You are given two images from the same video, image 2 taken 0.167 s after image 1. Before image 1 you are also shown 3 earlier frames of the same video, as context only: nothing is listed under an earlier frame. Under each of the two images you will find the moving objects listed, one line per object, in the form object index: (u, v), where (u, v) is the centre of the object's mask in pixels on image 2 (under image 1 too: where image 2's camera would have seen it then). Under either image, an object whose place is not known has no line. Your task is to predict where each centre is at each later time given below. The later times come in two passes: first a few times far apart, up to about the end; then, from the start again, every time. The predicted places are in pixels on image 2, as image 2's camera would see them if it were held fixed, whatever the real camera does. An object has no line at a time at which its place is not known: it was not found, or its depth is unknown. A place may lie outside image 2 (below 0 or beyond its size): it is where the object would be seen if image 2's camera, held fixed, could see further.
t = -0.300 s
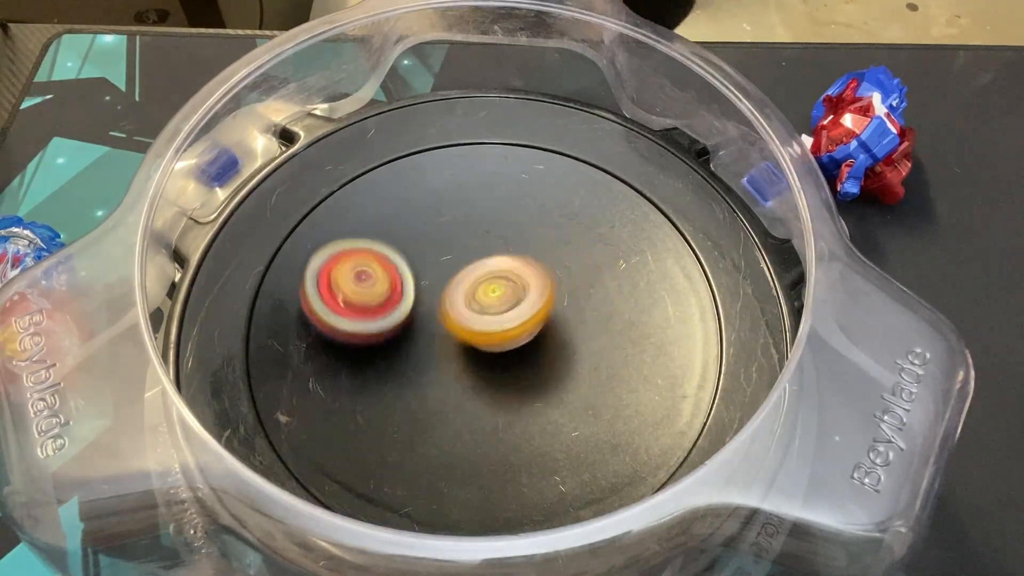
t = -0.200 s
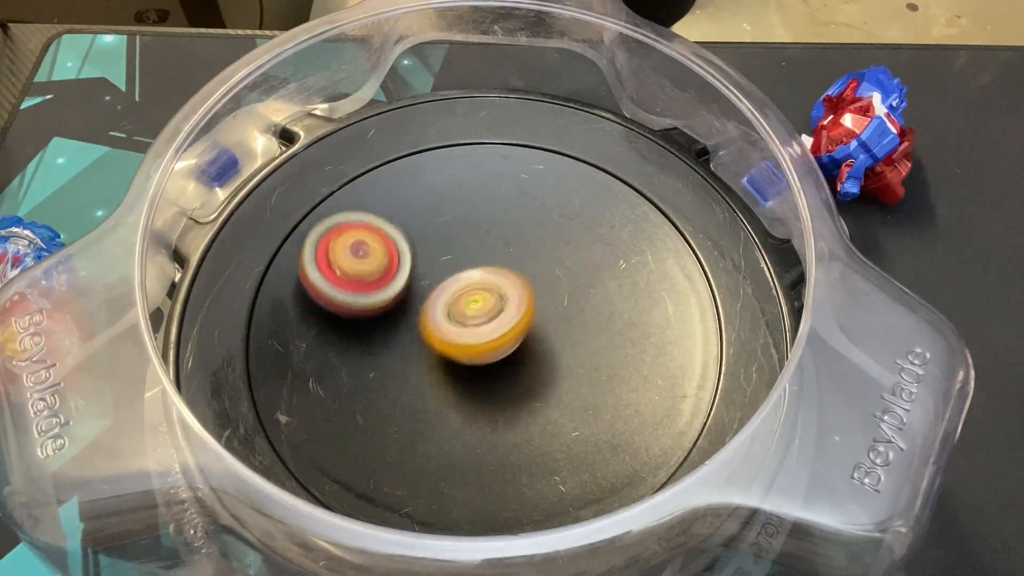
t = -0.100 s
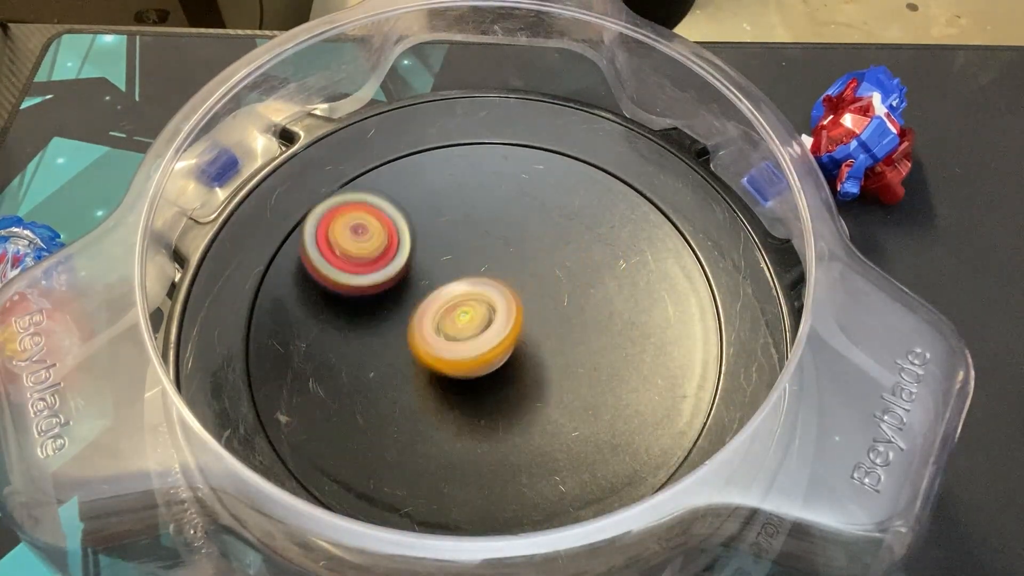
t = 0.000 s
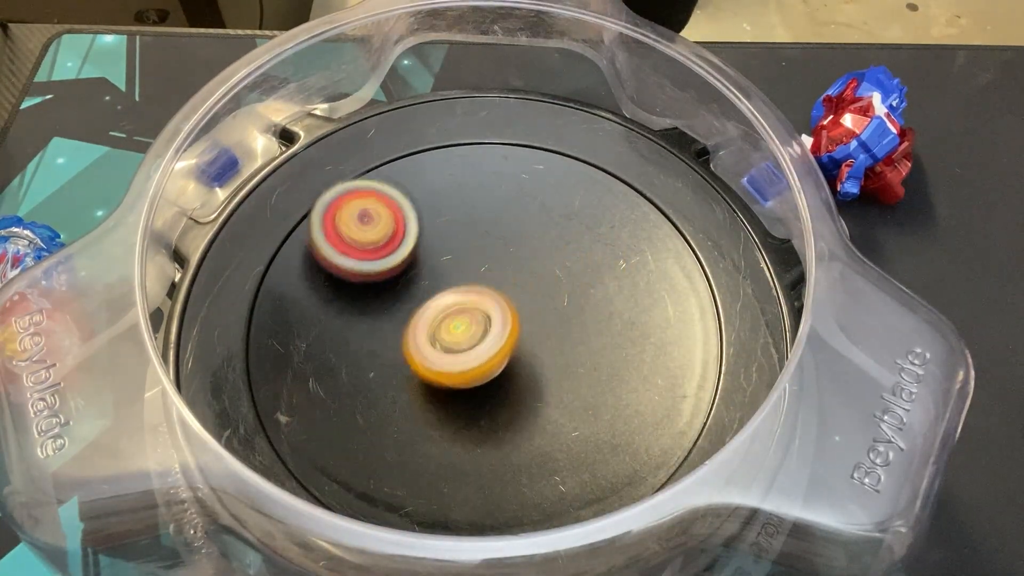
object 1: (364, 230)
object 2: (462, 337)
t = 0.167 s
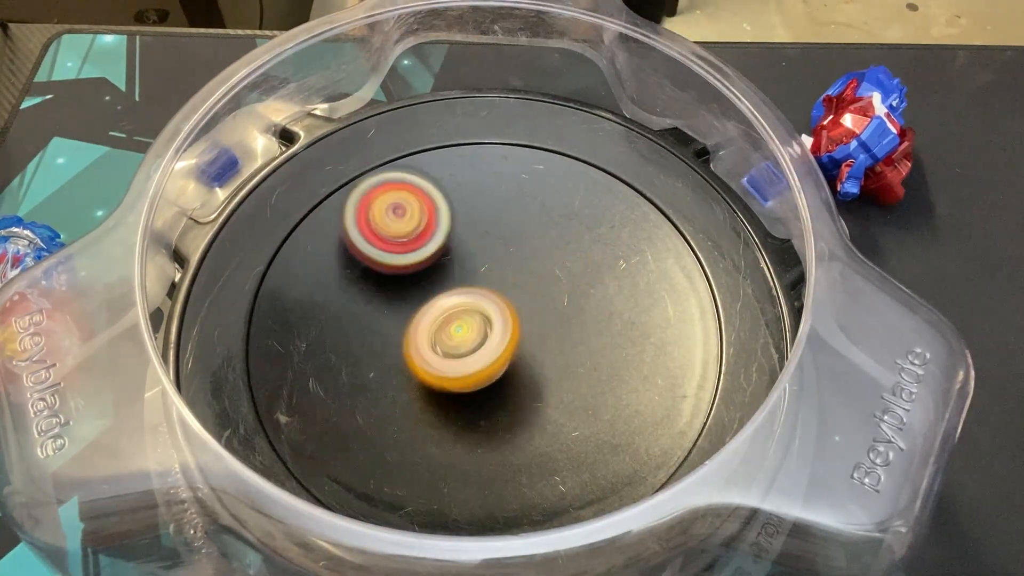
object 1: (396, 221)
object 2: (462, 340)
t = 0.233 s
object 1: (415, 221)
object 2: (463, 338)
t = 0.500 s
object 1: (504, 213)
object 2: (475, 331)
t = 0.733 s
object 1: (554, 208)
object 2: (482, 332)
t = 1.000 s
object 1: (579, 253)
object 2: (487, 326)
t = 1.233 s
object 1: (639, 270)
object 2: (422, 345)
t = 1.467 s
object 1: (616, 306)
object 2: (433, 344)
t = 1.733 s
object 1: (579, 390)
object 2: (431, 326)
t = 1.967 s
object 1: (561, 447)
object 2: (397, 294)
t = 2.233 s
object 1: (501, 433)
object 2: (417, 304)
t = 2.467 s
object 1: (416, 432)
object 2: (510, 280)
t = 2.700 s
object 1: (362, 442)
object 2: (591, 268)
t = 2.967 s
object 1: (375, 390)
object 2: (517, 303)
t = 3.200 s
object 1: (285, 337)
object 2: (551, 288)
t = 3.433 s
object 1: (285, 314)
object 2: (548, 283)
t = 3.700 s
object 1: (370, 285)
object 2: (533, 306)
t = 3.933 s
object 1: (443, 275)
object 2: (524, 367)
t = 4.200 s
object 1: (516, 284)
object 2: (528, 390)
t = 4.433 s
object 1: (606, 245)
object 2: (459, 467)
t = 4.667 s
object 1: (616, 279)
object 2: (476, 382)
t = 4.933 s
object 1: (569, 374)
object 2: (452, 257)
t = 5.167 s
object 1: (560, 404)
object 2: (446, 270)
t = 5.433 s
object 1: (575, 379)
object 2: (482, 309)
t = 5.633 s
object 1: (564, 365)
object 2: (480, 278)
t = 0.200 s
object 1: (404, 221)
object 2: (463, 339)
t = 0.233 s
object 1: (415, 221)
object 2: (463, 338)
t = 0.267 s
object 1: (425, 222)
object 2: (465, 337)
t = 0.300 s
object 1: (437, 221)
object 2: (465, 335)
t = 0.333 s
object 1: (449, 221)
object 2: (466, 334)
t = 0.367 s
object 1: (460, 220)
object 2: (468, 334)
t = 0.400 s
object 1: (472, 219)
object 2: (469, 333)
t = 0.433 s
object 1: (484, 217)
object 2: (471, 332)
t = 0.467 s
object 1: (494, 215)
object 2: (473, 331)
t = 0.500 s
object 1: (504, 213)
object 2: (475, 331)
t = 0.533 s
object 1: (515, 211)
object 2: (477, 332)
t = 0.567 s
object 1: (523, 209)
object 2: (478, 331)
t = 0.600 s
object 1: (531, 207)
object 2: (480, 332)
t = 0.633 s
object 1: (538, 208)
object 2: (481, 332)
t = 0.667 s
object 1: (545, 207)
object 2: (482, 332)
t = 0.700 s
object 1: (550, 207)
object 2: (482, 332)
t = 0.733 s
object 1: (554, 208)
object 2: (482, 332)
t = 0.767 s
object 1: (558, 210)
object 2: (483, 332)
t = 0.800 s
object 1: (561, 214)
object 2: (483, 332)
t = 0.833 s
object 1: (564, 217)
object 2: (483, 330)
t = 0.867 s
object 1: (567, 223)
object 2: (484, 329)
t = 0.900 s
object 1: (569, 230)
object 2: (486, 328)
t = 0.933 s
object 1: (572, 238)
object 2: (487, 326)
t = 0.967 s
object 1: (574, 245)
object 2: (488, 326)
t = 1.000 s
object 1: (579, 253)
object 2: (487, 326)
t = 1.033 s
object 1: (592, 258)
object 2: (469, 332)
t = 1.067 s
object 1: (604, 260)
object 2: (451, 339)
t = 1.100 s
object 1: (614, 262)
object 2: (437, 343)
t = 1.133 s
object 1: (624, 265)
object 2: (427, 345)
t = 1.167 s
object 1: (631, 267)
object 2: (421, 346)
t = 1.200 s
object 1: (636, 269)
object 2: (420, 345)
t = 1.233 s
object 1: (639, 270)
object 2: (422, 345)
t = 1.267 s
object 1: (641, 272)
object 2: (423, 345)
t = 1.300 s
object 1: (641, 274)
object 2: (424, 345)
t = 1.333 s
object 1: (640, 276)
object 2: (425, 345)
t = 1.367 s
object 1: (636, 281)
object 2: (427, 345)
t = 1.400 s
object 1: (631, 288)
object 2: (429, 344)
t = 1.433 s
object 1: (624, 297)
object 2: (430, 344)
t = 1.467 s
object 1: (616, 306)
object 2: (433, 344)
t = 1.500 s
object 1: (609, 316)
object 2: (435, 343)
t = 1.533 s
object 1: (602, 326)
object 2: (438, 342)
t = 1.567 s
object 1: (595, 336)
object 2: (440, 342)
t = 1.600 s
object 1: (588, 346)
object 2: (443, 341)
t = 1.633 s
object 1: (582, 356)
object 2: (445, 341)
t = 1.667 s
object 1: (576, 365)
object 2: (447, 341)
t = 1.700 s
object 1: (574, 376)
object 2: (444, 338)
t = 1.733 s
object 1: (579, 390)
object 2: (431, 326)
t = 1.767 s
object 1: (578, 403)
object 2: (416, 315)
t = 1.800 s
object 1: (575, 413)
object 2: (404, 306)
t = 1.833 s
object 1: (572, 423)
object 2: (395, 299)
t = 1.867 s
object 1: (569, 430)
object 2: (391, 294)
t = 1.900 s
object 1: (567, 438)
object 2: (392, 292)
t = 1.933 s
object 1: (564, 444)
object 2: (395, 293)
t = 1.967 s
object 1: (561, 447)
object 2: (397, 294)
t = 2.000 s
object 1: (556, 450)
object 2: (399, 296)
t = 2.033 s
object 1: (552, 451)
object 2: (400, 297)
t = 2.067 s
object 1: (546, 451)
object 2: (401, 298)
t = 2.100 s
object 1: (539, 449)
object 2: (403, 299)
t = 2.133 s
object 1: (531, 446)
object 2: (404, 301)
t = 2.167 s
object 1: (522, 442)
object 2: (408, 302)
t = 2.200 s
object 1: (512, 439)
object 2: (411, 303)
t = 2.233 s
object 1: (501, 433)
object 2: (417, 304)
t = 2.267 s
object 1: (489, 428)
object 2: (423, 305)
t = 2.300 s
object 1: (477, 423)
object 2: (430, 307)
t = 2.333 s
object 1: (466, 418)
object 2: (440, 307)
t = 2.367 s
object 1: (453, 417)
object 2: (451, 304)
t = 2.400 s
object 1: (437, 423)
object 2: (469, 296)
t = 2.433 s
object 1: (425, 428)
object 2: (490, 286)
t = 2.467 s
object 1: (416, 432)
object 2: (510, 280)
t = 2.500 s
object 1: (407, 436)
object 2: (531, 277)
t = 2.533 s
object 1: (399, 438)
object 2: (548, 275)
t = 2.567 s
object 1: (390, 441)
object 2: (562, 274)
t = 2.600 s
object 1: (381, 443)
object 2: (574, 272)
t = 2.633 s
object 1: (374, 443)
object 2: (582, 270)
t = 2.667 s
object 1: (367, 443)
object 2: (588, 268)
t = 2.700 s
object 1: (362, 442)
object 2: (591, 268)
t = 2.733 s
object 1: (359, 440)
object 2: (591, 268)
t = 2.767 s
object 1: (357, 437)
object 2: (587, 269)
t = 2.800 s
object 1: (358, 433)
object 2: (580, 272)
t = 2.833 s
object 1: (359, 427)
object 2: (571, 277)
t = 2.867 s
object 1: (363, 419)
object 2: (560, 282)
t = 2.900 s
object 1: (367, 410)
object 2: (546, 290)
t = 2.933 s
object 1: (371, 399)
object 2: (532, 298)
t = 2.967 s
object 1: (375, 390)
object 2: (517, 303)
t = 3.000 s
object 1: (379, 380)
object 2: (502, 306)
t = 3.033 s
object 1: (379, 370)
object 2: (489, 307)
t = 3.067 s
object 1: (354, 364)
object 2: (503, 299)
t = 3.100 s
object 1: (332, 356)
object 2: (516, 297)
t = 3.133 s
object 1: (312, 350)
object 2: (532, 294)
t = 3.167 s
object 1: (296, 343)
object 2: (540, 290)
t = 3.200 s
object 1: (285, 337)
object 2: (551, 288)
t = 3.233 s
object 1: (280, 334)
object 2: (555, 287)
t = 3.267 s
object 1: (277, 332)
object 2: (557, 286)
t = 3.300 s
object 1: (277, 329)
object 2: (555, 288)
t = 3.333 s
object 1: (277, 326)
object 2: (551, 287)
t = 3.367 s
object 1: (278, 322)
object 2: (549, 285)
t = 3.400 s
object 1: (280, 318)
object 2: (548, 284)
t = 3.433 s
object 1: (285, 314)
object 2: (548, 283)
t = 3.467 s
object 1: (291, 309)
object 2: (548, 282)
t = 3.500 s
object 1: (300, 306)
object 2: (547, 283)
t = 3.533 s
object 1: (311, 301)
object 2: (546, 285)
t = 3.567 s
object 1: (323, 296)
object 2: (544, 287)
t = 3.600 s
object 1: (334, 293)
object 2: (542, 291)
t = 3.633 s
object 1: (345, 291)
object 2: (539, 294)
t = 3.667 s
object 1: (358, 288)
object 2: (537, 300)
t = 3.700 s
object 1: (370, 285)
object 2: (533, 306)
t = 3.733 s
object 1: (381, 283)
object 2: (530, 313)
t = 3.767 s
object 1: (392, 281)
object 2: (526, 321)
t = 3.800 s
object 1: (404, 281)
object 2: (524, 328)
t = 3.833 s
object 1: (415, 280)
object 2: (521, 335)
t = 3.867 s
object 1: (424, 279)
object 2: (520, 343)
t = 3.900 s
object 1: (433, 275)
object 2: (523, 355)
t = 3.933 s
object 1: (443, 275)
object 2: (524, 367)
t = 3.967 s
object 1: (452, 274)
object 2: (524, 377)
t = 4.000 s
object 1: (462, 274)
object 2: (526, 384)
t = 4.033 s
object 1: (472, 275)
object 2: (528, 390)
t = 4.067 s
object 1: (481, 276)
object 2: (527, 394)
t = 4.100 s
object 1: (489, 278)
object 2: (528, 395)
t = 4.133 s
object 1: (499, 280)
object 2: (528, 395)
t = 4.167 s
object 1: (508, 282)
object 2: (528, 393)
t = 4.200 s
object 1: (516, 284)
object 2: (528, 390)
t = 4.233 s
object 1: (530, 280)
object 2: (520, 402)
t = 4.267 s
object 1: (552, 266)
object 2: (501, 417)
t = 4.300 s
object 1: (572, 253)
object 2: (489, 442)
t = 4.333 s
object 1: (587, 245)
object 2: (477, 455)
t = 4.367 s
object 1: (596, 242)
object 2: (462, 463)
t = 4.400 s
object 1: (601, 243)
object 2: (463, 463)
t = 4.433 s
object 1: (606, 245)
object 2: (459, 467)
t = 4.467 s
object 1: (609, 247)
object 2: (453, 465)
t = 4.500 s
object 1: (612, 250)
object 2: (450, 455)
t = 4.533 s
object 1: (615, 255)
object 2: (454, 441)
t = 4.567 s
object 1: (617, 260)
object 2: (462, 426)
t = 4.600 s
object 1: (618, 266)
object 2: (473, 412)
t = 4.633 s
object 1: (618, 272)
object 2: (477, 398)
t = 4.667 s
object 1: (616, 279)
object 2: (476, 382)
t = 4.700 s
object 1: (613, 287)
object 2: (475, 363)
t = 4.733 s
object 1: (609, 292)
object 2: (481, 347)
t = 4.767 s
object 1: (603, 299)
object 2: (482, 330)
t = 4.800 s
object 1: (598, 309)
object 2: (475, 312)
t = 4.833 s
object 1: (592, 323)
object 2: (467, 294)
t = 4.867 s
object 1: (584, 340)
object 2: (458, 276)
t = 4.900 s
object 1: (576, 357)
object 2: (455, 262)
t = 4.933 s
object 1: (569, 374)
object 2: (452, 257)
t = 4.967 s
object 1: (563, 389)
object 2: (447, 257)
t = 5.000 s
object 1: (559, 401)
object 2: (442, 260)
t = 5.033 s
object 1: (556, 408)
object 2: (439, 263)
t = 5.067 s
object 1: (554, 411)
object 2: (437, 263)
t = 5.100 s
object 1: (554, 410)
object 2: (439, 264)
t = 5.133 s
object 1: (556, 406)
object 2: (442, 267)
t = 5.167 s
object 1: (560, 404)
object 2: (446, 270)
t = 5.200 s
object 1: (565, 403)
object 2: (451, 275)
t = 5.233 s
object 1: (570, 401)
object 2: (455, 281)
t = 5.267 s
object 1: (573, 399)
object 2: (462, 287)
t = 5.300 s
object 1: (576, 396)
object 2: (470, 296)
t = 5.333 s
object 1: (578, 393)
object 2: (476, 303)
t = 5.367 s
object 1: (576, 389)
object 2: (480, 308)
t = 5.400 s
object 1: (576, 382)
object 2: (482, 309)
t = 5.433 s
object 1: (575, 379)
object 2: (482, 309)
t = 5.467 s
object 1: (575, 379)
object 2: (482, 303)
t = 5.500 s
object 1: (572, 379)
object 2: (482, 295)
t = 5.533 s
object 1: (570, 376)
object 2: (483, 288)
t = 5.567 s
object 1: (569, 372)
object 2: (482, 283)
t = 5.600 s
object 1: (568, 369)
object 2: (481, 280)
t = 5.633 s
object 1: (564, 365)
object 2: (480, 278)
